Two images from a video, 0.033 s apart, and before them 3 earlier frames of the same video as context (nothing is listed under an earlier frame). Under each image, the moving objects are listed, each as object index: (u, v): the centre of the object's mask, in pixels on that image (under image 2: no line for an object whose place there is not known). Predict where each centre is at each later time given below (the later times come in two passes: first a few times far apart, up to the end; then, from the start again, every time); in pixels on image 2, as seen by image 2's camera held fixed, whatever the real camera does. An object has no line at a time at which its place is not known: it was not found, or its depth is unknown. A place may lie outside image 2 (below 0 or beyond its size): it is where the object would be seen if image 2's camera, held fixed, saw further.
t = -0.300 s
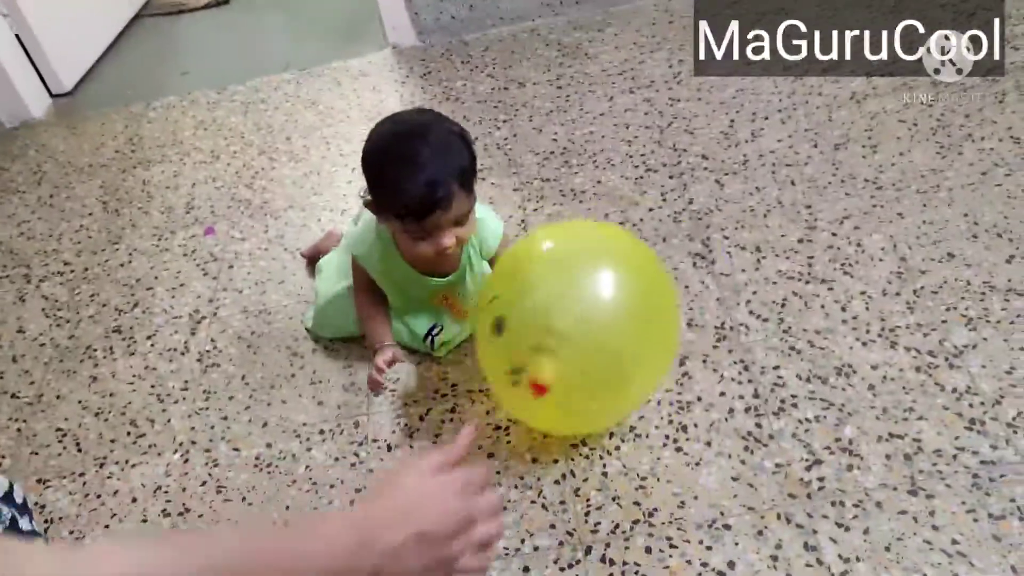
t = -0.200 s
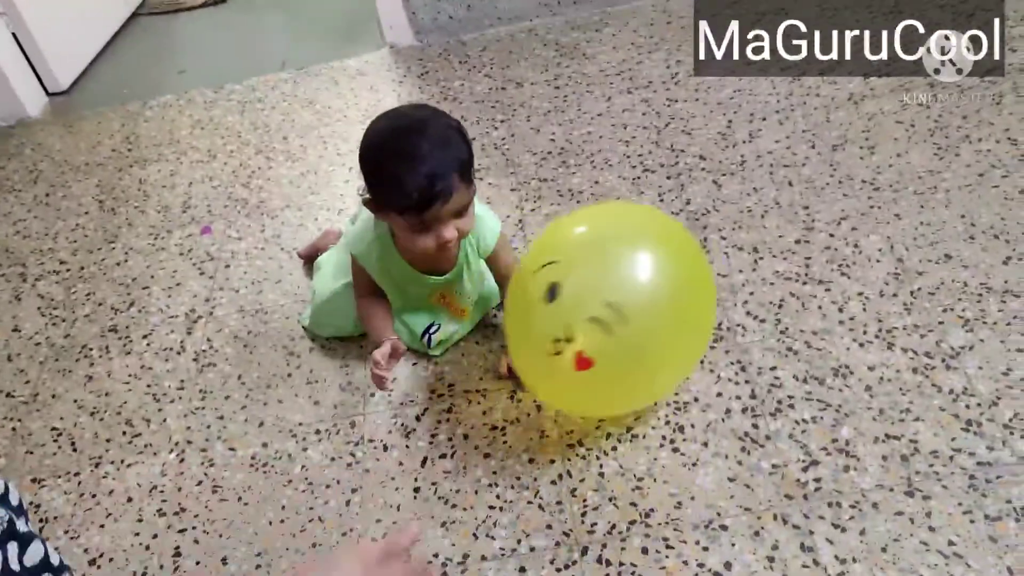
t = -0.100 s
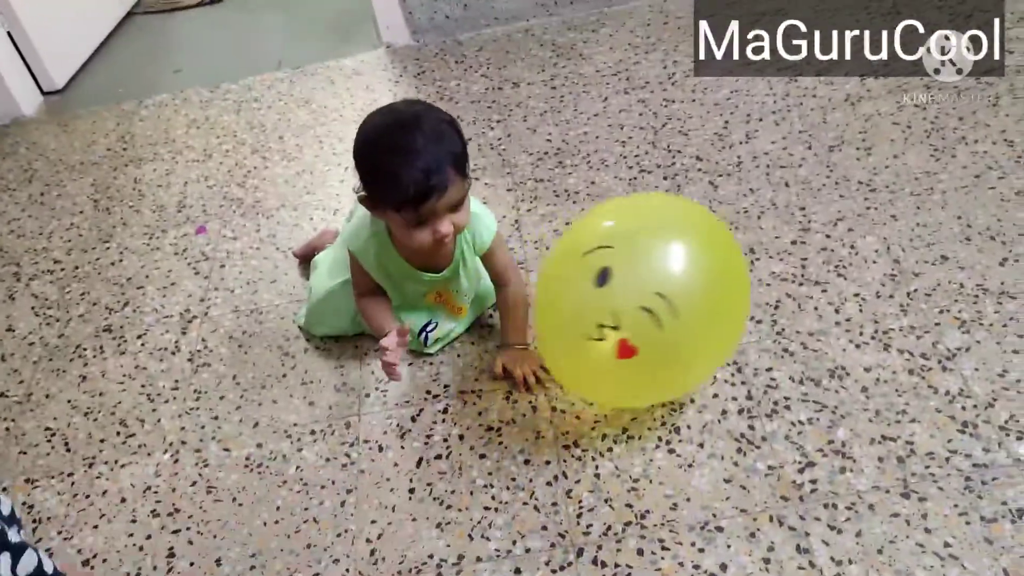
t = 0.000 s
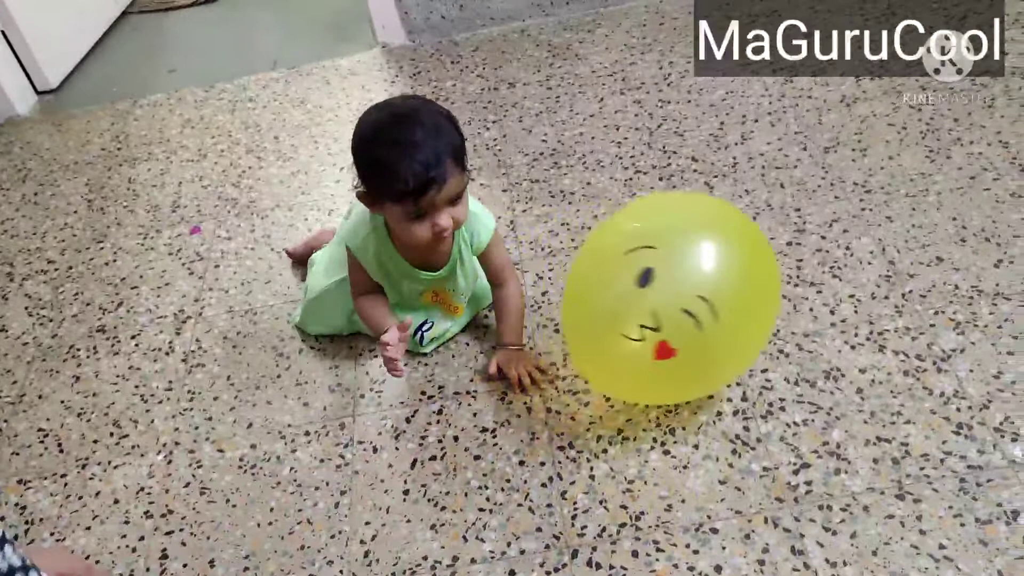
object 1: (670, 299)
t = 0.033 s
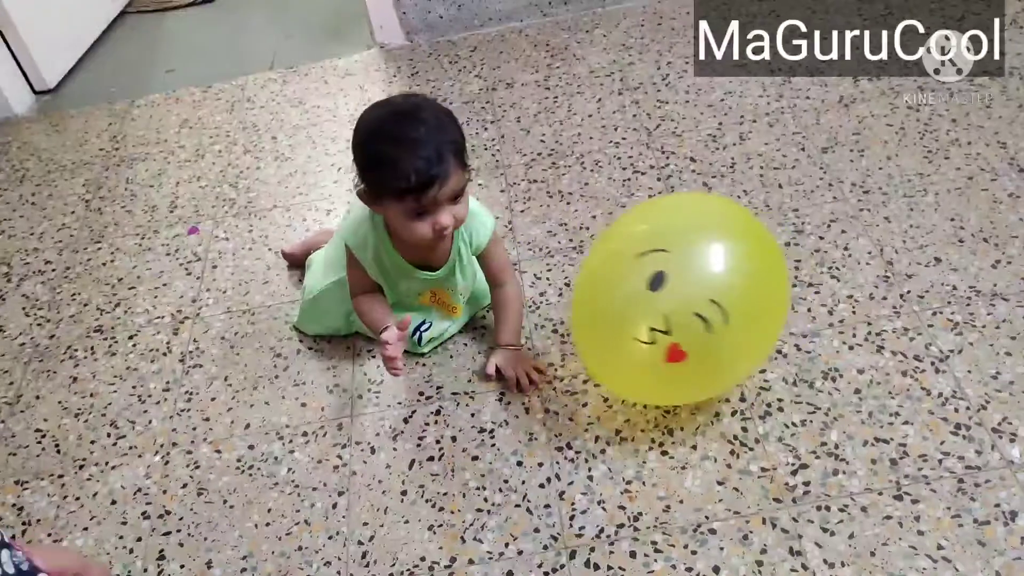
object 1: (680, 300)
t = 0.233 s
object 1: (739, 294)
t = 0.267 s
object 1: (748, 293)
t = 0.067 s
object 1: (689, 301)
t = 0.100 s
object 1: (700, 303)
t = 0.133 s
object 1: (710, 305)
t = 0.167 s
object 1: (719, 301)
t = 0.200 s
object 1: (729, 298)
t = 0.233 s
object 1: (739, 294)
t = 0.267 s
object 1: (748, 293)
